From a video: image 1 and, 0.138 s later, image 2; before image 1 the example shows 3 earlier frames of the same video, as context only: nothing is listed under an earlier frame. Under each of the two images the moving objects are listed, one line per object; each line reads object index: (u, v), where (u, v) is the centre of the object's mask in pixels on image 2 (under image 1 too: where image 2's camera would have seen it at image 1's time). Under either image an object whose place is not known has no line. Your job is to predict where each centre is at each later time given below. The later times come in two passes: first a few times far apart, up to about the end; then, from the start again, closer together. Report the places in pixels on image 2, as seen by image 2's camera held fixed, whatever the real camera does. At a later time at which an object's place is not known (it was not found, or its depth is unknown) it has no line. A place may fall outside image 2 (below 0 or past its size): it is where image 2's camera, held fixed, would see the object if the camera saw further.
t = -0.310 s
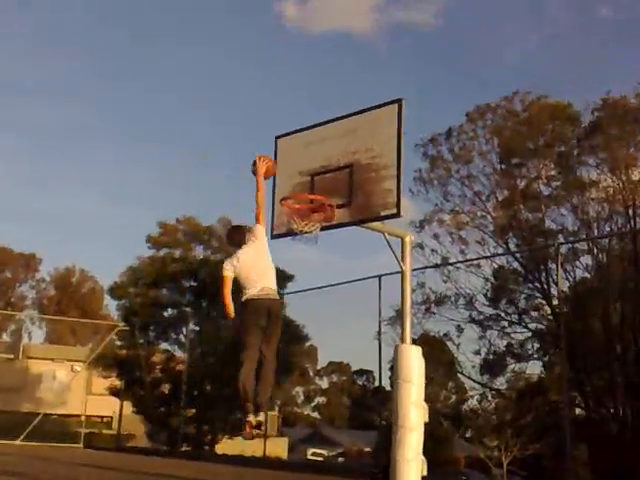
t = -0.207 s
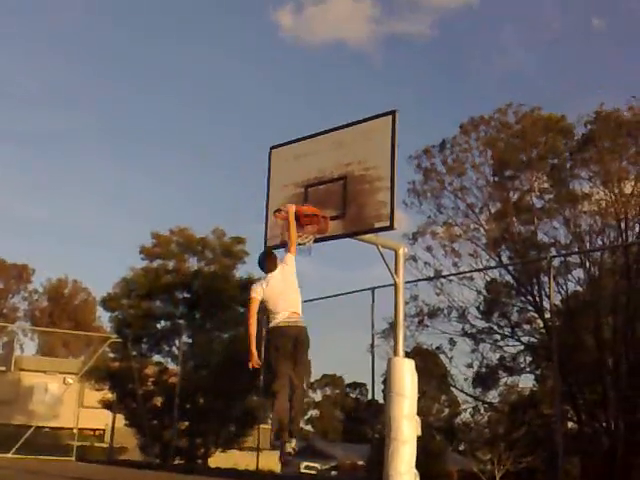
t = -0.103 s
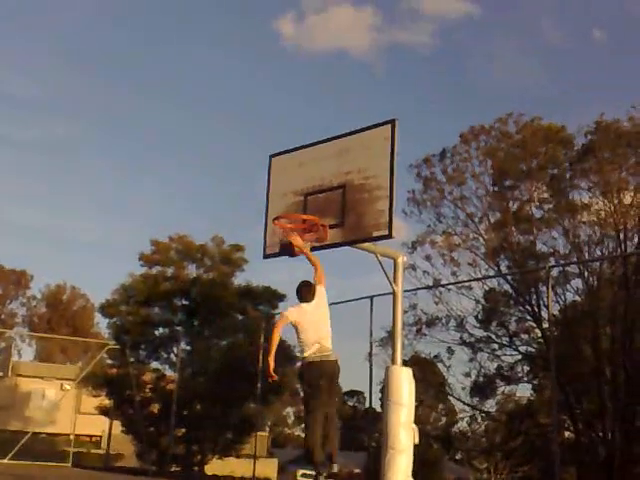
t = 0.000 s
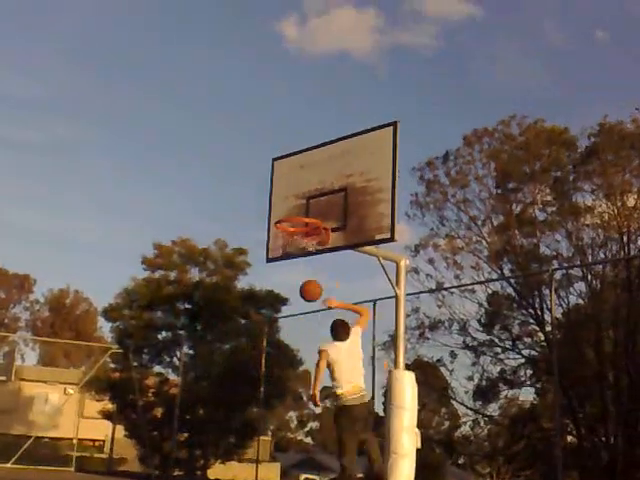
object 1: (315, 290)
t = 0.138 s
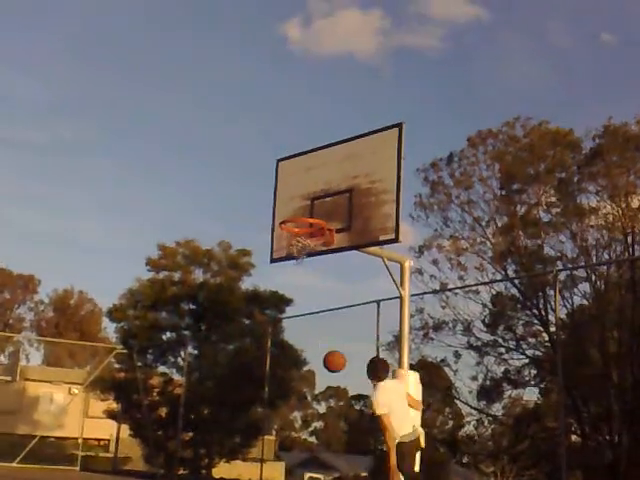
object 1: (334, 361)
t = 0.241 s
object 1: (346, 423)
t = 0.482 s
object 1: (388, 471)
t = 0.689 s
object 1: (421, 385)
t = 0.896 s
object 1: (454, 367)
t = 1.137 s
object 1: (489, 393)
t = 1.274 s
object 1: (506, 428)
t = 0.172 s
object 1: (339, 382)
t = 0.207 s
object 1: (342, 404)
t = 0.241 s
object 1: (346, 423)
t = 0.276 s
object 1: (354, 447)
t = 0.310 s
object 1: (359, 468)
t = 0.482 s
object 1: (388, 471)
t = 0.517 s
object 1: (393, 460)
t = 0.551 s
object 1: (401, 444)
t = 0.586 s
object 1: (402, 428)
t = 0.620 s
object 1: (407, 415)
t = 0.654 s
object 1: (418, 395)
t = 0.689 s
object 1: (421, 385)
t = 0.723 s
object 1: (427, 379)
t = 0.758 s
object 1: (433, 376)
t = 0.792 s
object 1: (438, 373)
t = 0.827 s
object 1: (444, 370)
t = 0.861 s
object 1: (449, 368)
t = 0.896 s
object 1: (454, 367)
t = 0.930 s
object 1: (458, 368)
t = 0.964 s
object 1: (463, 370)
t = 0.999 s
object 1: (469, 373)
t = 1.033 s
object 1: (474, 376)
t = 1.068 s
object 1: (478, 381)
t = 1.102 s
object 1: (484, 387)
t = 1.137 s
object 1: (489, 393)
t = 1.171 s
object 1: (495, 401)
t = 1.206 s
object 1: (498, 409)
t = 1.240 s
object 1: (502, 418)
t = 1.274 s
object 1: (506, 428)
